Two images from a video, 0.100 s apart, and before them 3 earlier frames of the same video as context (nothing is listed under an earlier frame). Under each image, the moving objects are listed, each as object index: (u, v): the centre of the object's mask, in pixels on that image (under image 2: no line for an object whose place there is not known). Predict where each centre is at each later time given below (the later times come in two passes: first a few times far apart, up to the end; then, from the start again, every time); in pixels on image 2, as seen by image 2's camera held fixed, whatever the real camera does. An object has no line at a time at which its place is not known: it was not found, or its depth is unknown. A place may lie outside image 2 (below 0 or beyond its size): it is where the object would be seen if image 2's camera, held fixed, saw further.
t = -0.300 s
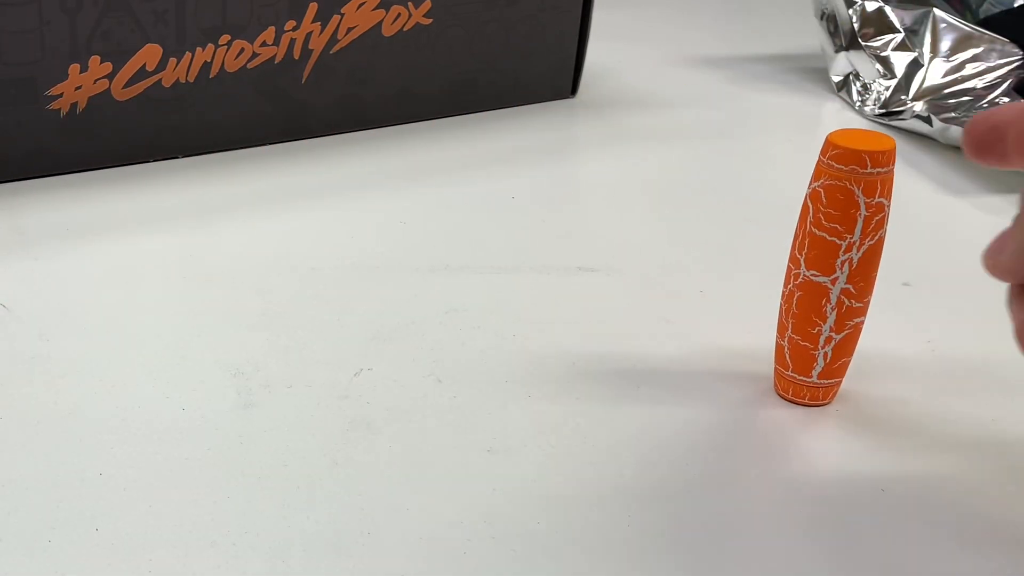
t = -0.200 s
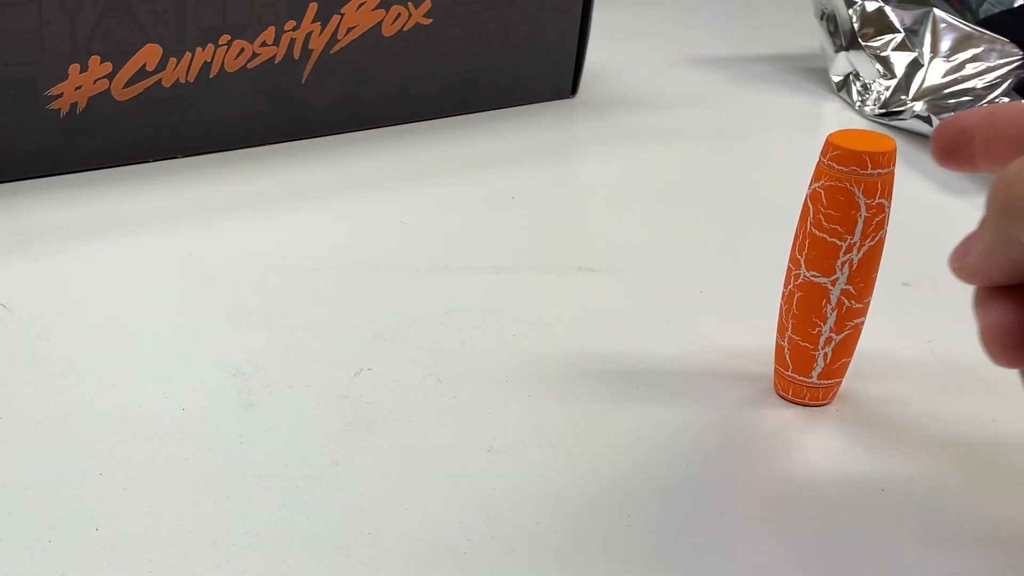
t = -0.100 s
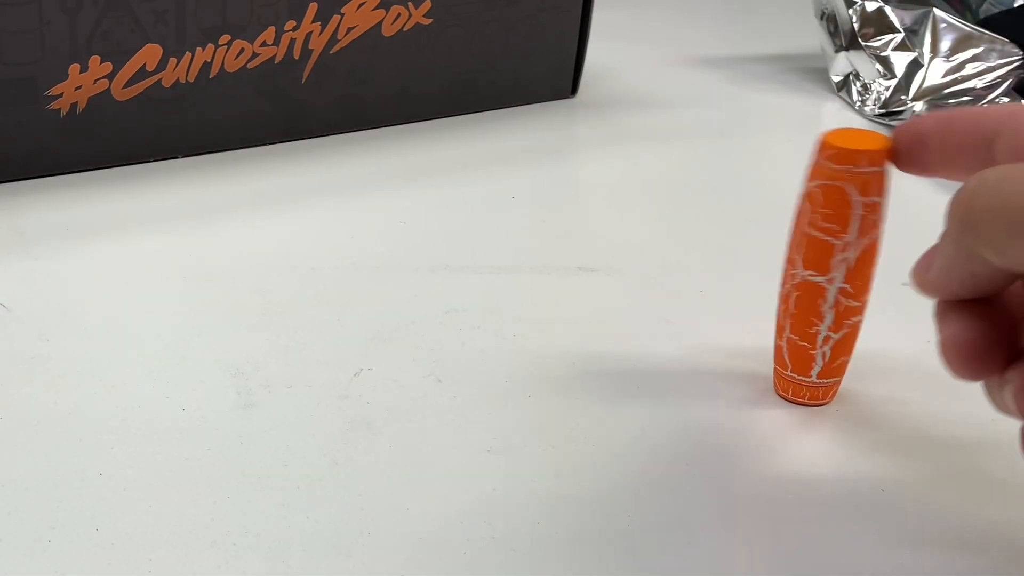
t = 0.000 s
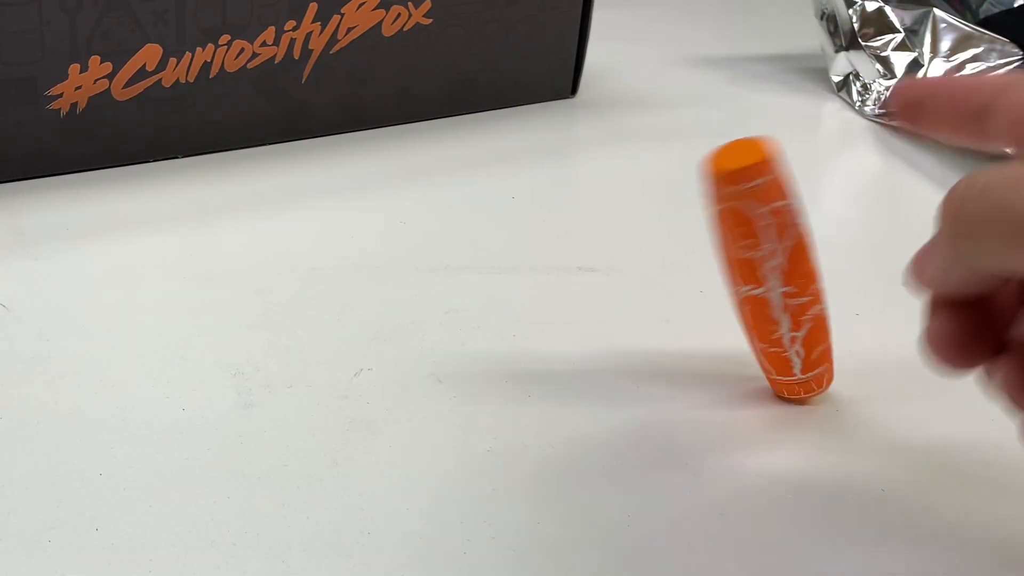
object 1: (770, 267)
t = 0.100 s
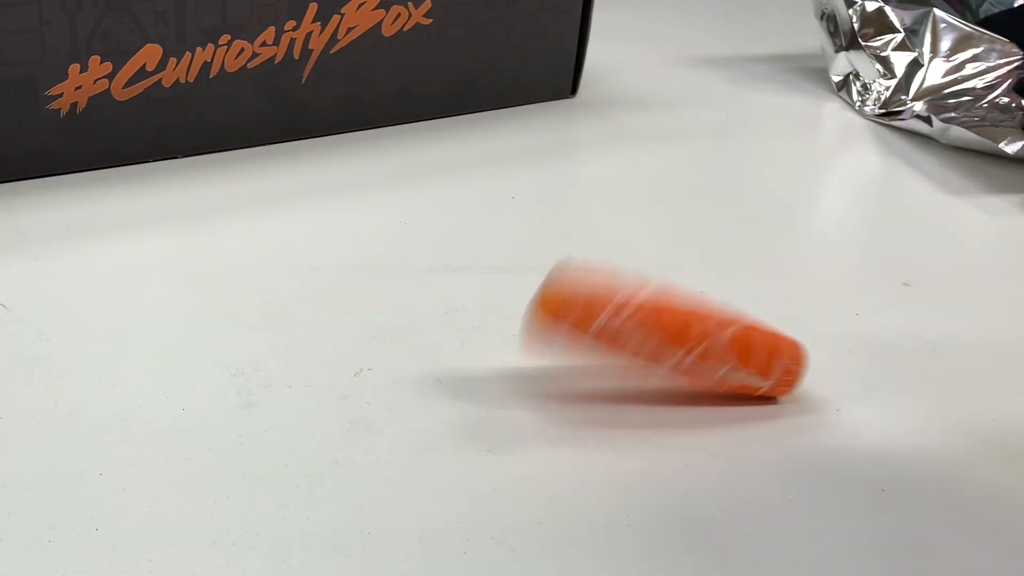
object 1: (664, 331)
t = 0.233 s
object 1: (563, 272)
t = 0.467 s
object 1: (508, 263)
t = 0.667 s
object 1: (477, 265)
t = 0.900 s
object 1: (502, 268)
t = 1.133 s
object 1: (479, 262)
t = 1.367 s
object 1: (508, 267)
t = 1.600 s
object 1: (483, 268)
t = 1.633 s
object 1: (485, 269)
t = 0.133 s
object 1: (639, 329)
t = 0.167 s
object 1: (617, 295)
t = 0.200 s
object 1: (585, 280)
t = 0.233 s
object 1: (563, 272)
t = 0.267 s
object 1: (548, 268)
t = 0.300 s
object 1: (536, 267)
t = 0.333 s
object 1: (528, 266)
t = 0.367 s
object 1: (522, 265)
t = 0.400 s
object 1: (517, 264)
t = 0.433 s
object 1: (513, 263)
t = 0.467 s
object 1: (508, 263)
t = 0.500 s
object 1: (503, 262)
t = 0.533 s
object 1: (496, 262)
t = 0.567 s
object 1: (490, 262)
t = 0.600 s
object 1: (485, 263)
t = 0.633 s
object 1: (480, 264)
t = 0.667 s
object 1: (477, 265)
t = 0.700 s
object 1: (477, 267)
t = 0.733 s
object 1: (479, 268)
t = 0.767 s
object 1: (483, 270)
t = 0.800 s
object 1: (487, 270)
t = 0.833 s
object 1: (493, 270)
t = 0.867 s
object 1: (499, 269)
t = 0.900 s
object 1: (502, 268)
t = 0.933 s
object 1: (502, 266)
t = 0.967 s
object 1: (499, 265)
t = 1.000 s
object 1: (494, 263)
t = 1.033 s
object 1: (489, 262)
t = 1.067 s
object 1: (485, 262)
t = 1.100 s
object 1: (482, 262)
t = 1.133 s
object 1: (479, 262)
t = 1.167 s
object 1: (479, 264)
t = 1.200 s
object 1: (480, 265)
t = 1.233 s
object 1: (484, 267)
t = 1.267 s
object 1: (491, 269)
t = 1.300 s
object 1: (499, 269)
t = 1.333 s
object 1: (505, 268)
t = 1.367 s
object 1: (508, 267)
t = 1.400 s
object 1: (507, 266)
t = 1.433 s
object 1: (504, 265)
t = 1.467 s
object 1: (499, 265)
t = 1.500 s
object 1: (492, 266)
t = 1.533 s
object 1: (486, 266)
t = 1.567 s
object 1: (483, 267)
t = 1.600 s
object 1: (483, 268)
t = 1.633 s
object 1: (485, 269)
